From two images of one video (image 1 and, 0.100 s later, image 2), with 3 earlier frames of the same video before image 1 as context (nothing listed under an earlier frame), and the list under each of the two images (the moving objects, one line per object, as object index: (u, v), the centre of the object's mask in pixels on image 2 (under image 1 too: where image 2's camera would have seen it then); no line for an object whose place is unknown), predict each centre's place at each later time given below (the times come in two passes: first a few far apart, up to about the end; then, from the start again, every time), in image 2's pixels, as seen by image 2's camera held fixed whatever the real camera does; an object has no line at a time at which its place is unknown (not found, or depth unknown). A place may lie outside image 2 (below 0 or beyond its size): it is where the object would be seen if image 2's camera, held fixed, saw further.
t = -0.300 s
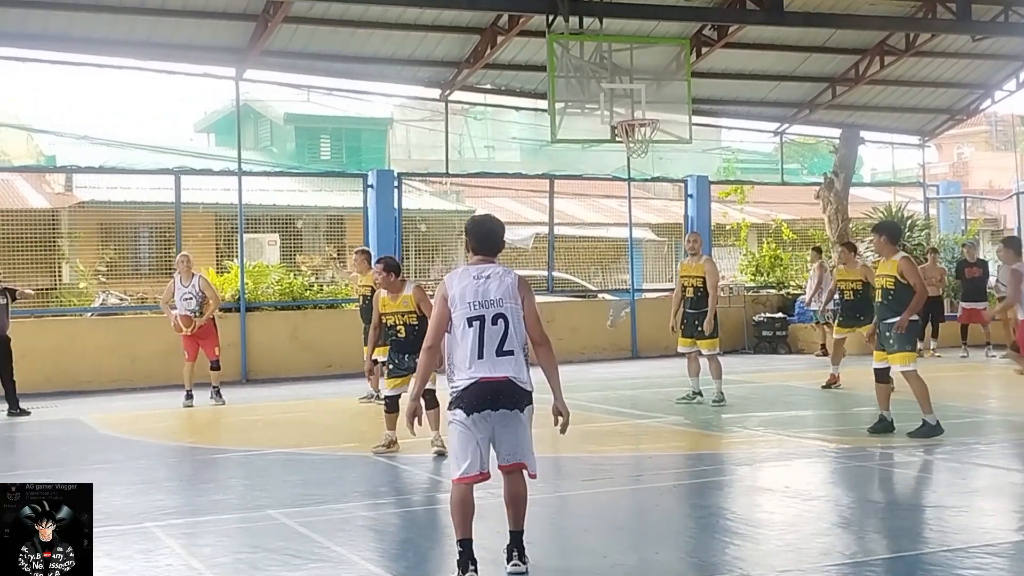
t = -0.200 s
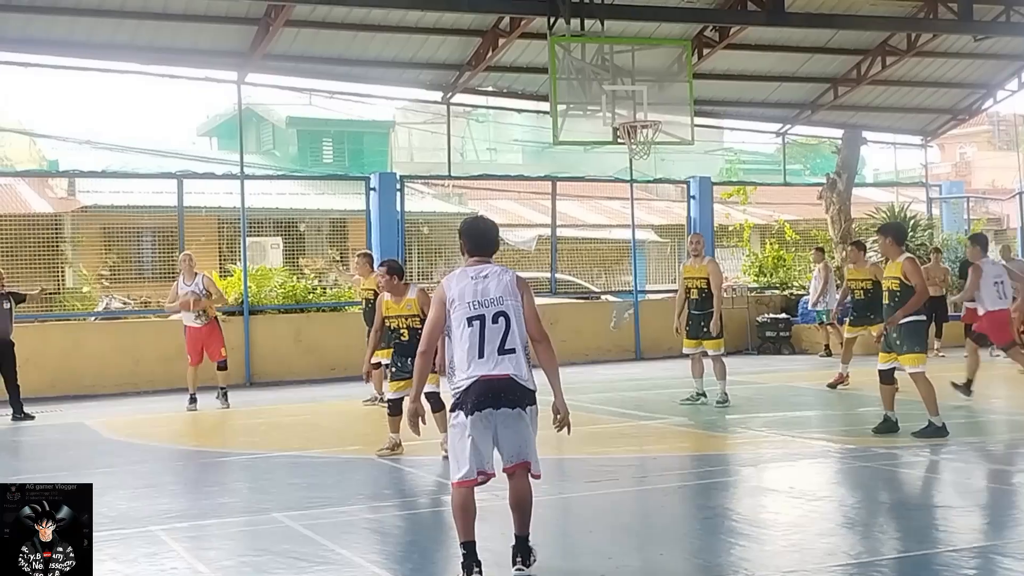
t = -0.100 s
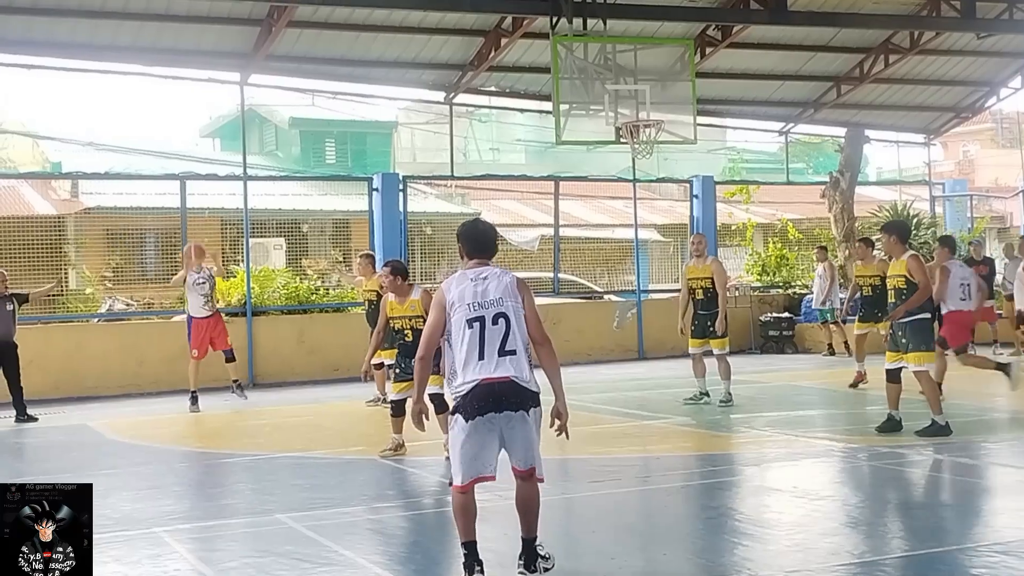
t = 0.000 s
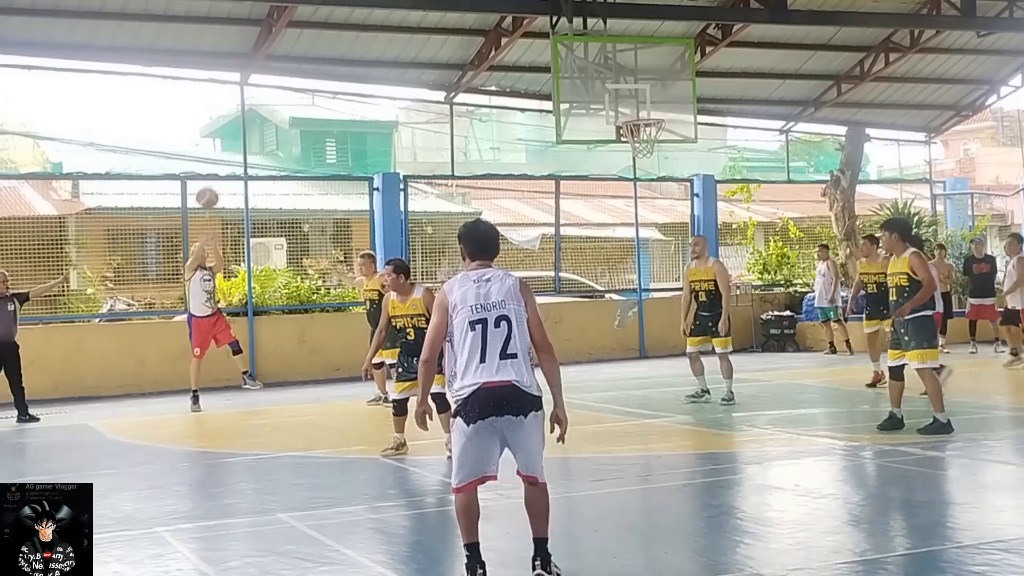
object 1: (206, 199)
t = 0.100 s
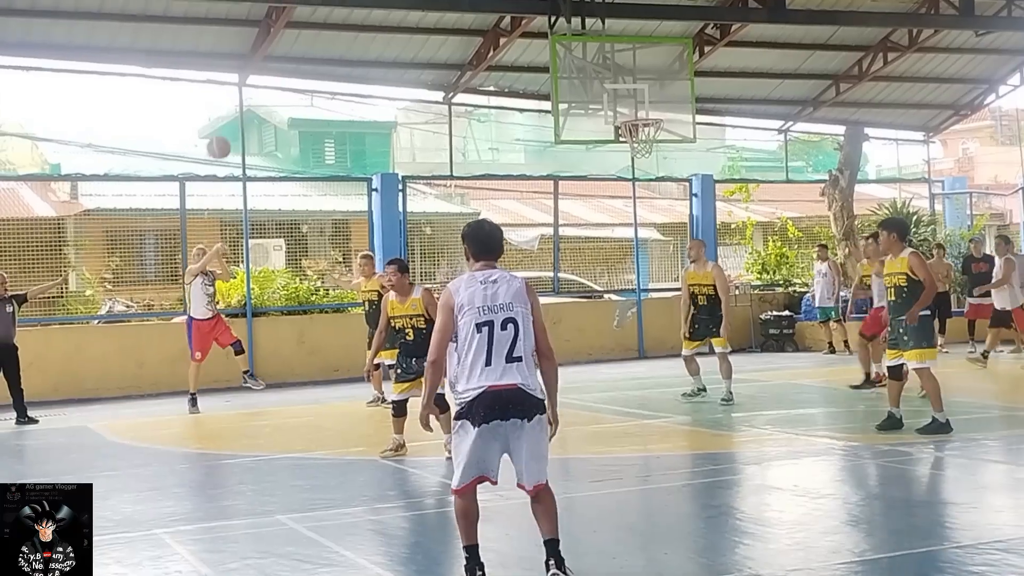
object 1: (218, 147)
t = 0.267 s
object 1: (243, 75)
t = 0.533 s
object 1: (300, 0)
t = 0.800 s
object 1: (388, 7)
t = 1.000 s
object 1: (488, 102)
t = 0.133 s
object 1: (223, 132)
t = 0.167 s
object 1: (228, 117)
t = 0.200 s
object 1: (233, 103)
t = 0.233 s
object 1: (238, 89)
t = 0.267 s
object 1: (243, 75)
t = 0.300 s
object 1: (248, 62)
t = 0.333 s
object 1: (254, 51)
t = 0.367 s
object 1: (261, 36)
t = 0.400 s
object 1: (267, 30)
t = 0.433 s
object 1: (275, 21)
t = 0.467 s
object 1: (283, 14)
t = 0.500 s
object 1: (292, 6)
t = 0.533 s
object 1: (300, 0)
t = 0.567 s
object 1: (310, -4)
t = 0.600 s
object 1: (319, -5)
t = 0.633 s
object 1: (329, -5)
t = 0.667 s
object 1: (340, -5)
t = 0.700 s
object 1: (351, -5)
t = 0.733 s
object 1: (362, -3)
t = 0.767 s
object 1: (374, -1)
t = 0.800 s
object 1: (388, 7)
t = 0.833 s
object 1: (402, 15)
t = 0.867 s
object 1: (418, 27)
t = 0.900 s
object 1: (433, 43)
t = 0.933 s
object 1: (450, 61)
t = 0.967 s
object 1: (467, 79)
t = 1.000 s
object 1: (488, 102)
